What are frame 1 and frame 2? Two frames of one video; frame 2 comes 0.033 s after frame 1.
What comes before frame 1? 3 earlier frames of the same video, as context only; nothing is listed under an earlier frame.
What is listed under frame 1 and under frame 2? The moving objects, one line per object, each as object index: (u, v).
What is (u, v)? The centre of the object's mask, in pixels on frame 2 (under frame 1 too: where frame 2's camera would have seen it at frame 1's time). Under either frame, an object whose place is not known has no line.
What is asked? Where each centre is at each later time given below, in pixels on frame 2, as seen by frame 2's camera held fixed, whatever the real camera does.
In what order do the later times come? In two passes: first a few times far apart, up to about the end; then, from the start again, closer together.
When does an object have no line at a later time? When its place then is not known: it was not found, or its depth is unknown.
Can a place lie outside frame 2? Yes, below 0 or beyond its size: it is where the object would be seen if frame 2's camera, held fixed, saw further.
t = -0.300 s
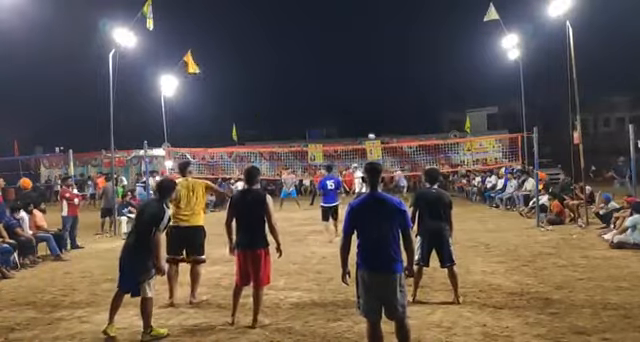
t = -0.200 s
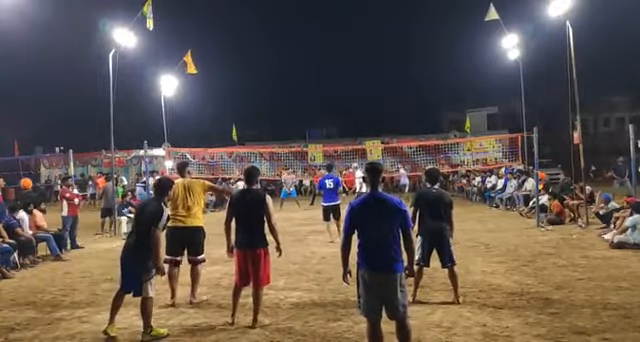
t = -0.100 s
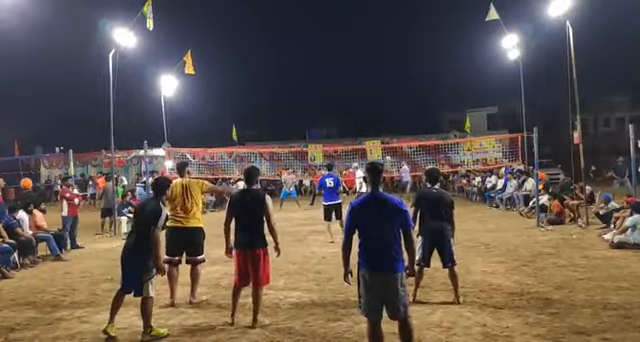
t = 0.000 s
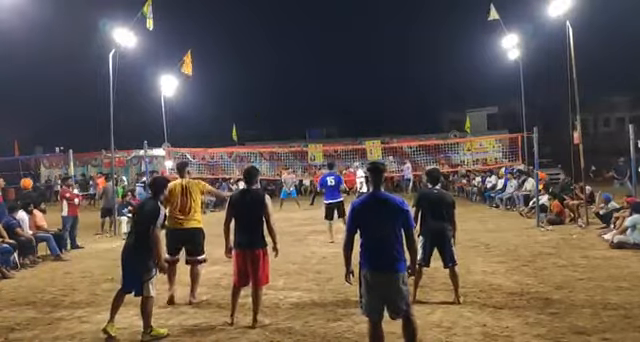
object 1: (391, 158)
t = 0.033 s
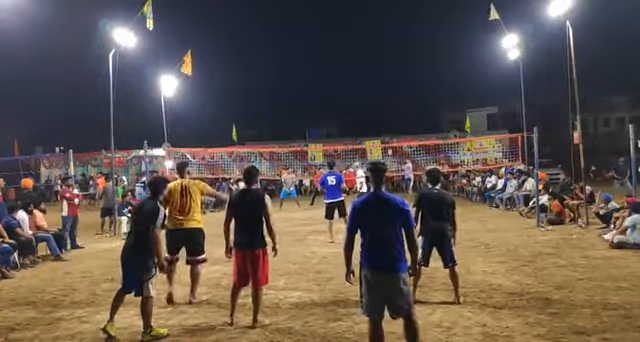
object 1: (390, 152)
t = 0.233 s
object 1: (382, 116)
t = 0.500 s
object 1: (367, 75)
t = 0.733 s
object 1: (351, 50)
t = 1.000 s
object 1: (327, 41)
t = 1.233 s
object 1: (301, 58)
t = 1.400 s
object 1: (277, 92)
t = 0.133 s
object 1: (386, 133)
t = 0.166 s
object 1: (384, 127)
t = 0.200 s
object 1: (383, 121)
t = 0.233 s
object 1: (382, 116)
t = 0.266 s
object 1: (380, 110)
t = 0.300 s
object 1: (379, 104)
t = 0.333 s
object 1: (377, 99)
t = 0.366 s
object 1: (375, 94)
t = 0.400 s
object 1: (373, 88)
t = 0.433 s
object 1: (371, 84)
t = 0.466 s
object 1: (369, 79)
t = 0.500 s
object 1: (367, 75)
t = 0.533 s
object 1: (365, 71)
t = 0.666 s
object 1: (356, 56)
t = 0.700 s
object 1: (354, 53)
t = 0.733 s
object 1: (351, 50)
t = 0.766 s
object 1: (349, 48)
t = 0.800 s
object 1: (346, 46)
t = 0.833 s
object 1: (343, 44)
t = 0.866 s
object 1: (340, 43)
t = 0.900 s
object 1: (337, 42)
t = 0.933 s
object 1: (334, 41)
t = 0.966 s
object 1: (331, 41)
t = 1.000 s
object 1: (327, 41)
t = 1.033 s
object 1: (324, 42)
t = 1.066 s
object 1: (321, 43)
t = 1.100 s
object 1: (317, 45)
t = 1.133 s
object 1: (313, 47)
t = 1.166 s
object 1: (309, 50)
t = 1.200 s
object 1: (305, 54)
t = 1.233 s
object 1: (301, 58)
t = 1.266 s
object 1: (296, 63)
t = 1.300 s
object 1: (292, 69)
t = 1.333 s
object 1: (287, 75)
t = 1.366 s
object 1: (282, 83)
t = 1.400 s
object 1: (277, 92)
